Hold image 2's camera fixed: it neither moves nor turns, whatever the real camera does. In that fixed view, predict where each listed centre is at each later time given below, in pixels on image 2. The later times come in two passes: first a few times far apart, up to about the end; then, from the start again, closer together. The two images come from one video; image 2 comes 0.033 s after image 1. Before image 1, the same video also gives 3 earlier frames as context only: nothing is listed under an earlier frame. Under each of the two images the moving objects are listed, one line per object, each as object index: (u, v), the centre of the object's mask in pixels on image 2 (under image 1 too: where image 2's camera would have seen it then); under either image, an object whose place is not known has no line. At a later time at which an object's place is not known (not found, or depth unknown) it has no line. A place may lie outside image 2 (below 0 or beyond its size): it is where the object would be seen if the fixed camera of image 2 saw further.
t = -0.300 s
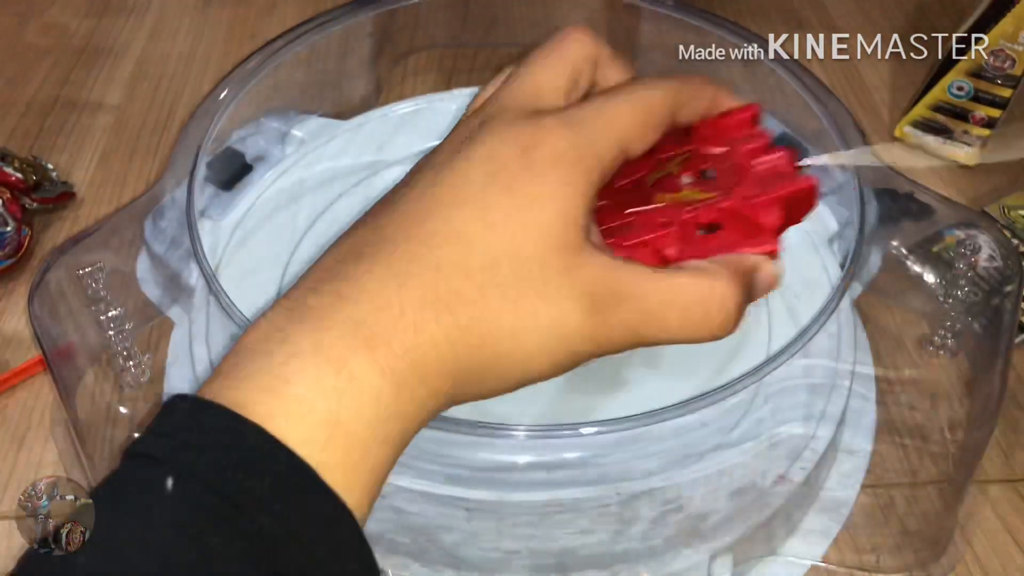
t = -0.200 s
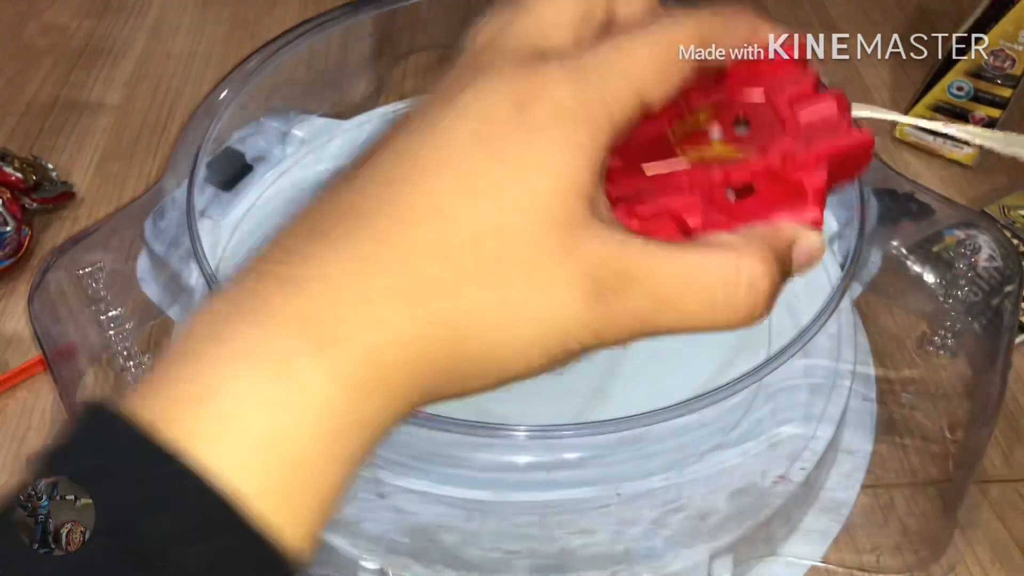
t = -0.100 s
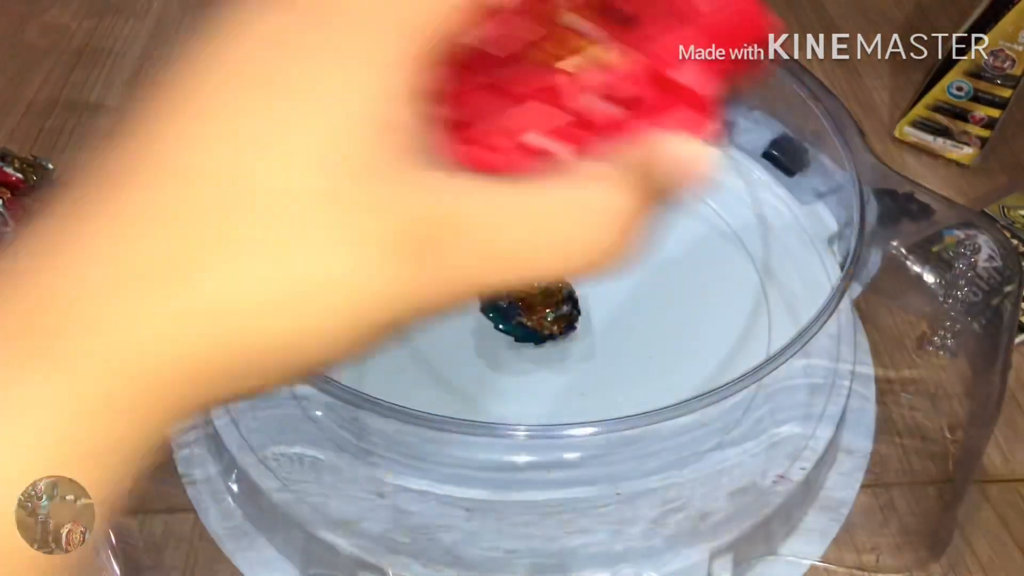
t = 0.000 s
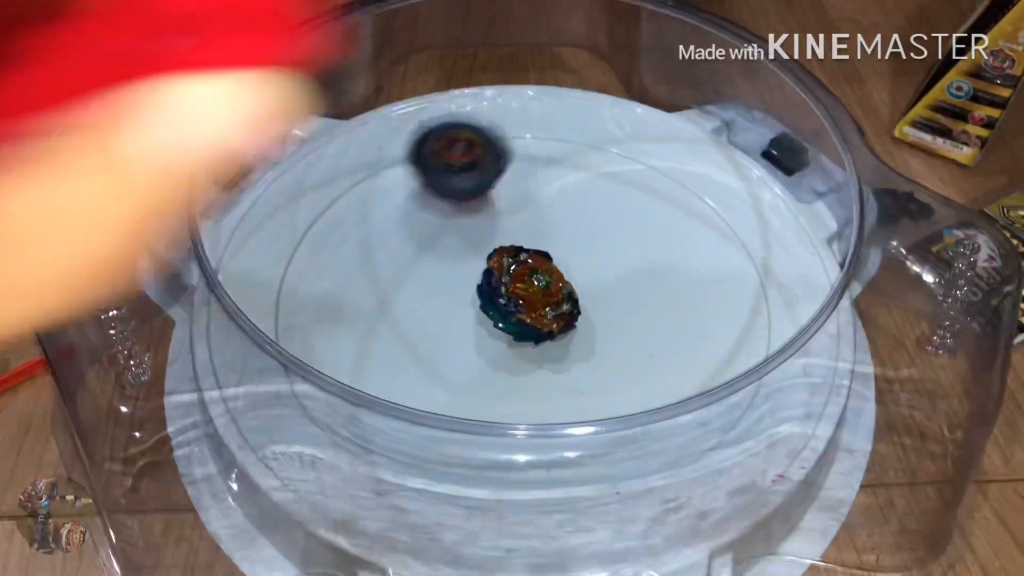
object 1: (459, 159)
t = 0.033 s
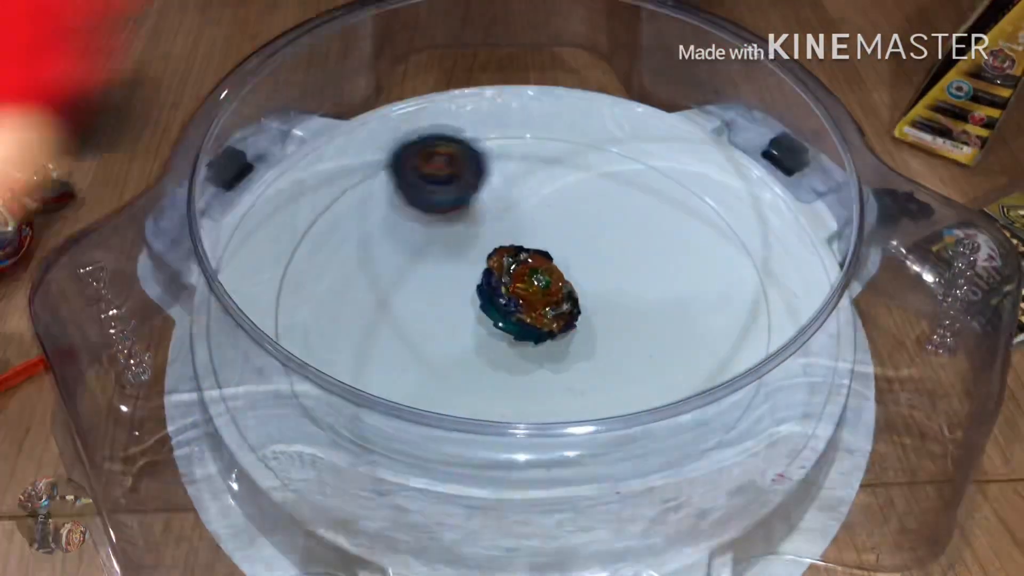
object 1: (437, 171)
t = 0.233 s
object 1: (347, 277)
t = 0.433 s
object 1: (519, 386)
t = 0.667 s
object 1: (671, 233)
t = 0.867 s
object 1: (511, 141)
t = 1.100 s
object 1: (363, 276)
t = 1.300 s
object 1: (540, 387)
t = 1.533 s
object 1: (709, 254)
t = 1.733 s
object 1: (557, 158)
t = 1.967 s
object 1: (384, 267)
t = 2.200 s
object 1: (536, 410)
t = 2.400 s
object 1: (686, 300)
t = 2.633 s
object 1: (532, 187)
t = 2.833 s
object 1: (378, 248)
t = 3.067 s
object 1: (451, 371)
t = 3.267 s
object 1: (605, 349)
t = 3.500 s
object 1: (641, 251)
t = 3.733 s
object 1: (558, 191)
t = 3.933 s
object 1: (514, 204)
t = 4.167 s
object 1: (567, 278)
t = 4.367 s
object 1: (652, 269)
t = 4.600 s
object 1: (580, 249)
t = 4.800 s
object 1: (588, 301)
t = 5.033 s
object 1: (638, 298)
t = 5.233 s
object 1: (564, 290)
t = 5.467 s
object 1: (600, 331)
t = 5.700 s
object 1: (592, 291)
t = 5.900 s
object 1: (564, 313)
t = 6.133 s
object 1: (601, 325)
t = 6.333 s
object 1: (569, 337)
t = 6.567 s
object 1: (534, 380)
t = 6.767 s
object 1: (510, 356)
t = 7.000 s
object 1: (493, 331)
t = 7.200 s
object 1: (501, 311)
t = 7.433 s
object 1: (492, 285)
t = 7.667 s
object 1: (475, 277)
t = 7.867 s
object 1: (481, 269)
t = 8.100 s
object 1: (483, 267)
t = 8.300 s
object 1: (470, 274)
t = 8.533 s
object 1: (472, 271)
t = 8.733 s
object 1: (472, 271)
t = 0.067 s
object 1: (415, 174)
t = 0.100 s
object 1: (394, 190)
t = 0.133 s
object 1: (377, 203)
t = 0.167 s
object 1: (363, 225)
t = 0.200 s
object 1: (353, 249)
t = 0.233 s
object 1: (347, 277)
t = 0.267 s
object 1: (351, 305)
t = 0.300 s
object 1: (365, 333)
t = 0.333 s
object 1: (393, 356)
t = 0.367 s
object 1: (431, 372)
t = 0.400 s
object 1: (474, 390)
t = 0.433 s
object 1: (519, 386)
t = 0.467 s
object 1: (566, 382)
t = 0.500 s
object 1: (607, 370)
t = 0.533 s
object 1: (639, 348)
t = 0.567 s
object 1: (660, 322)
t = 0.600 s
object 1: (673, 293)
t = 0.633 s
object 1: (676, 263)
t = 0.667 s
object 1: (671, 233)
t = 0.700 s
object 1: (657, 207)
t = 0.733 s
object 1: (636, 183)
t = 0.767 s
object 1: (610, 164)
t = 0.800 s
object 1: (579, 152)
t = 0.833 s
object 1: (545, 144)
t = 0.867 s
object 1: (511, 141)
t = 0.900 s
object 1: (475, 145)
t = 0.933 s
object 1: (442, 155)
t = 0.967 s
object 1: (412, 171)
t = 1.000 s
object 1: (390, 191)
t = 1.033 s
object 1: (372, 218)
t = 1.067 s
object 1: (363, 246)
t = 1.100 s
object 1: (363, 276)
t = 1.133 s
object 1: (371, 304)
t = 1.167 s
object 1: (390, 333)
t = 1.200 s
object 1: (418, 357)
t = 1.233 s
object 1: (453, 375)
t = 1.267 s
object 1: (495, 390)
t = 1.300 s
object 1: (540, 387)
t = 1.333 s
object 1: (582, 384)
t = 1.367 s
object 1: (623, 375)
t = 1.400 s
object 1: (658, 360)
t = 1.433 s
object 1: (685, 340)
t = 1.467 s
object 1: (703, 312)
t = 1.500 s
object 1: (711, 282)
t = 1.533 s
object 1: (709, 254)
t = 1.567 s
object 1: (698, 227)
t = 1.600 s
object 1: (679, 204)
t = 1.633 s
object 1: (654, 184)
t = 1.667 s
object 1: (624, 170)
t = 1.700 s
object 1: (591, 161)
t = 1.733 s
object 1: (557, 158)
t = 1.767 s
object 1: (522, 160)
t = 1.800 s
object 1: (490, 168)
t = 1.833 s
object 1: (458, 180)
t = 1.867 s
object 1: (430, 199)
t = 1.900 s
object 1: (408, 218)
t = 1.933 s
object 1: (393, 242)
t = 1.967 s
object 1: (384, 267)
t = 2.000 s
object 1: (382, 295)
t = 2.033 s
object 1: (387, 322)
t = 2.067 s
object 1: (402, 347)
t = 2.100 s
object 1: (427, 368)
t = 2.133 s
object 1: (458, 392)
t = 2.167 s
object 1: (494, 406)
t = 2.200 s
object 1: (536, 410)
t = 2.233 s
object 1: (578, 407)
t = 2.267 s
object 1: (613, 384)
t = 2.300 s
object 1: (645, 371)
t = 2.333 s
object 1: (671, 353)
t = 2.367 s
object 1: (683, 327)
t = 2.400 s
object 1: (686, 300)
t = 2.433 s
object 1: (679, 274)
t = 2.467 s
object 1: (666, 251)
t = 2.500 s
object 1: (648, 230)
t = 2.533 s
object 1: (624, 212)
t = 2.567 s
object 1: (594, 201)
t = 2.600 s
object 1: (562, 191)
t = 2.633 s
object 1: (532, 187)
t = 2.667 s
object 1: (502, 188)
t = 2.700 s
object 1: (469, 193)
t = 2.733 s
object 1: (438, 203)
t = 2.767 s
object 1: (414, 215)
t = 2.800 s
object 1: (393, 231)
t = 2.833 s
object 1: (378, 248)
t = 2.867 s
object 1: (369, 271)
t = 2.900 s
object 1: (367, 292)
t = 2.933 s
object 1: (372, 314)
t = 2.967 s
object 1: (383, 331)
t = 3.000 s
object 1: (400, 347)
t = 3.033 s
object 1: (421, 359)
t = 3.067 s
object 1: (451, 371)
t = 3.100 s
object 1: (486, 378)
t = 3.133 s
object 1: (519, 379)
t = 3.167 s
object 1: (546, 377)
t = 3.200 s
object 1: (571, 370)
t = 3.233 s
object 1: (590, 359)
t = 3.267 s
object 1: (605, 349)
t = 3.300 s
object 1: (616, 337)
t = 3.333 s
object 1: (623, 321)
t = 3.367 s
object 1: (633, 309)
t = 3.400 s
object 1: (640, 297)
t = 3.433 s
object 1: (645, 281)
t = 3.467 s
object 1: (645, 266)
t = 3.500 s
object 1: (641, 251)
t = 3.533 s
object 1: (634, 237)
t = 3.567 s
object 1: (627, 224)
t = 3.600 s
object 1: (621, 212)
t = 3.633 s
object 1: (610, 201)
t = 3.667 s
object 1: (596, 194)
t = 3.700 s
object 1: (578, 188)
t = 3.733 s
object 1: (558, 191)
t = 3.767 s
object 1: (540, 197)
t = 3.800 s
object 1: (536, 193)
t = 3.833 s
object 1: (532, 191)
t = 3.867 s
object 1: (526, 192)
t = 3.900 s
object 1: (519, 196)
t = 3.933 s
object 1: (514, 204)
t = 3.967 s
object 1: (512, 213)
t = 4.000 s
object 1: (513, 225)
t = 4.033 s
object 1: (518, 239)
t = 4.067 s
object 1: (527, 251)
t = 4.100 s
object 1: (539, 261)
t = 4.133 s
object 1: (552, 270)
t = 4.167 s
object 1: (567, 278)
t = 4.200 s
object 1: (582, 281)
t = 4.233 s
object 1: (598, 285)
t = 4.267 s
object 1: (615, 284)
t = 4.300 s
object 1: (629, 282)
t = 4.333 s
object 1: (642, 277)
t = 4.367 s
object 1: (652, 269)
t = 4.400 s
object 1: (656, 261)
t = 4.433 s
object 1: (655, 252)
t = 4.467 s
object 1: (647, 244)
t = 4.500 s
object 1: (633, 240)
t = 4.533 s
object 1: (616, 240)
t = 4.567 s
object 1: (597, 243)
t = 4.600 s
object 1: (580, 249)
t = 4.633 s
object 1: (563, 257)
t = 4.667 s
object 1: (555, 266)
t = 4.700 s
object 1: (562, 278)
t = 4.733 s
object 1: (569, 287)
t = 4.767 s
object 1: (578, 294)
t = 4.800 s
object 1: (588, 301)
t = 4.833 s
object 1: (599, 307)
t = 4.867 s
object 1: (611, 310)
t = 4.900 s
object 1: (621, 312)
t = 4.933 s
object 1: (631, 311)
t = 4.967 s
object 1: (638, 307)
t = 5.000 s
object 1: (640, 303)
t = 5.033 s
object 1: (638, 298)
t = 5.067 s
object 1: (633, 295)
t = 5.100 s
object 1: (624, 291)
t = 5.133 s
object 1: (611, 288)
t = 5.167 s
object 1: (597, 287)
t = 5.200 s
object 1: (581, 288)
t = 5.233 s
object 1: (564, 290)
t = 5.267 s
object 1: (549, 294)
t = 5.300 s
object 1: (548, 305)
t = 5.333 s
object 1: (557, 314)
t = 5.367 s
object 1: (567, 321)
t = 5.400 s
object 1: (579, 326)
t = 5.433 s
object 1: (589, 329)
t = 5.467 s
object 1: (600, 331)
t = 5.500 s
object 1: (610, 328)
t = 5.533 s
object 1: (616, 323)
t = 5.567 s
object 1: (619, 316)
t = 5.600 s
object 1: (617, 309)
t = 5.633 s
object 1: (612, 303)
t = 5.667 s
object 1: (603, 296)
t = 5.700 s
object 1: (592, 291)
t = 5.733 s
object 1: (578, 287)
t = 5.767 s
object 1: (563, 284)
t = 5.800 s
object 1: (548, 283)
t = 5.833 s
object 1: (552, 296)
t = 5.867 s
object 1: (558, 305)
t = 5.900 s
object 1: (564, 313)
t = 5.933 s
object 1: (570, 319)
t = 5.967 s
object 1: (578, 323)
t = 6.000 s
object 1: (586, 328)
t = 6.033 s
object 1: (593, 330)
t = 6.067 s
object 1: (597, 329)
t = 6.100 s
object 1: (601, 327)
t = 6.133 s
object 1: (601, 325)
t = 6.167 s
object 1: (600, 322)
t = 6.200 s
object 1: (596, 317)
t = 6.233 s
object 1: (591, 313)
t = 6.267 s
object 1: (584, 308)
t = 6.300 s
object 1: (576, 314)
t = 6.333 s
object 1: (569, 337)
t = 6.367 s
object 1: (563, 358)
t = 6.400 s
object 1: (555, 371)
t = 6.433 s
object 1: (549, 378)
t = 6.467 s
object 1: (542, 382)
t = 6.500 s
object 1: (540, 382)
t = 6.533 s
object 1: (536, 382)
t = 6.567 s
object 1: (534, 380)
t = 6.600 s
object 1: (530, 379)
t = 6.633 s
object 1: (526, 375)
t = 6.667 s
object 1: (524, 371)
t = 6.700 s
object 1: (522, 364)
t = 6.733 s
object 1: (520, 358)
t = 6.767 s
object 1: (510, 356)
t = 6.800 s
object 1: (502, 359)
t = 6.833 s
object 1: (497, 354)
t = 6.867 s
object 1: (495, 348)
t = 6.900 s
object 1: (494, 343)
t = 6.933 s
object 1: (492, 340)
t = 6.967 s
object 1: (491, 335)
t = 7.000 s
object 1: (493, 331)
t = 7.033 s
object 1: (498, 329)
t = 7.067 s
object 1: (505, 330)
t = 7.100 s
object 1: (511, 326)
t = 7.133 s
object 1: (509, 320)
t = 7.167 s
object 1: (505, 316)
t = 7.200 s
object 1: (501, 311)
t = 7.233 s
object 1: (496, 309)
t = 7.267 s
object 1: (494, 307)
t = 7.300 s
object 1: (492, 301)
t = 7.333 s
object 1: (492, 297)
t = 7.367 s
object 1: (494, 293)
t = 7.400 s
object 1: (494, 290)
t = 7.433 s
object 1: (492, 285)
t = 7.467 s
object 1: (490, 284)
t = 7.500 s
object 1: (489, 283)
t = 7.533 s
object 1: (488, 282)
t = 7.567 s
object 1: (484, 280)
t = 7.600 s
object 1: (485, 281)
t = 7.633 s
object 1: (482, 279)
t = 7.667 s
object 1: (475, 277)
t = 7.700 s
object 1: (473, 275)
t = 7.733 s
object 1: (475, 273)
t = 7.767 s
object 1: (477, 271)
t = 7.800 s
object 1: (479, 270)
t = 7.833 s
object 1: (480, 269)
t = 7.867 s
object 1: (481, 269)
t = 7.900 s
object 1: (481, 268)
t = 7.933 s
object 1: (482, 268)
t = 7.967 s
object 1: (483, 267)
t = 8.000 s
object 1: (483, 267)
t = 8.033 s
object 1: (483, 267)
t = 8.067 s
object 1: (483, 267)
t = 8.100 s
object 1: (483, 267)
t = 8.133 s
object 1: (482, 267)
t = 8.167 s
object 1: (479, 267)
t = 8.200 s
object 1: (476, 269)
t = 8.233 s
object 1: (473, 270)
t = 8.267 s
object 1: (470, 272)
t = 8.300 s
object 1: (470, 274)
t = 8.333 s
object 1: (471, 274)
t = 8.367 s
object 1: (471, 274)
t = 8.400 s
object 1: (471, 274)
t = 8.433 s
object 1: (471, 273)
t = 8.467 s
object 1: (472, 272)
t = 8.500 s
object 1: (472, 272)
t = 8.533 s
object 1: (472, 271)
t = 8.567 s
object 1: (472, 272)
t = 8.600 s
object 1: (472, 272)
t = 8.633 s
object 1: (472, 272)
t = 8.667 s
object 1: (472, 272)
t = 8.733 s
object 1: (472, 271)
